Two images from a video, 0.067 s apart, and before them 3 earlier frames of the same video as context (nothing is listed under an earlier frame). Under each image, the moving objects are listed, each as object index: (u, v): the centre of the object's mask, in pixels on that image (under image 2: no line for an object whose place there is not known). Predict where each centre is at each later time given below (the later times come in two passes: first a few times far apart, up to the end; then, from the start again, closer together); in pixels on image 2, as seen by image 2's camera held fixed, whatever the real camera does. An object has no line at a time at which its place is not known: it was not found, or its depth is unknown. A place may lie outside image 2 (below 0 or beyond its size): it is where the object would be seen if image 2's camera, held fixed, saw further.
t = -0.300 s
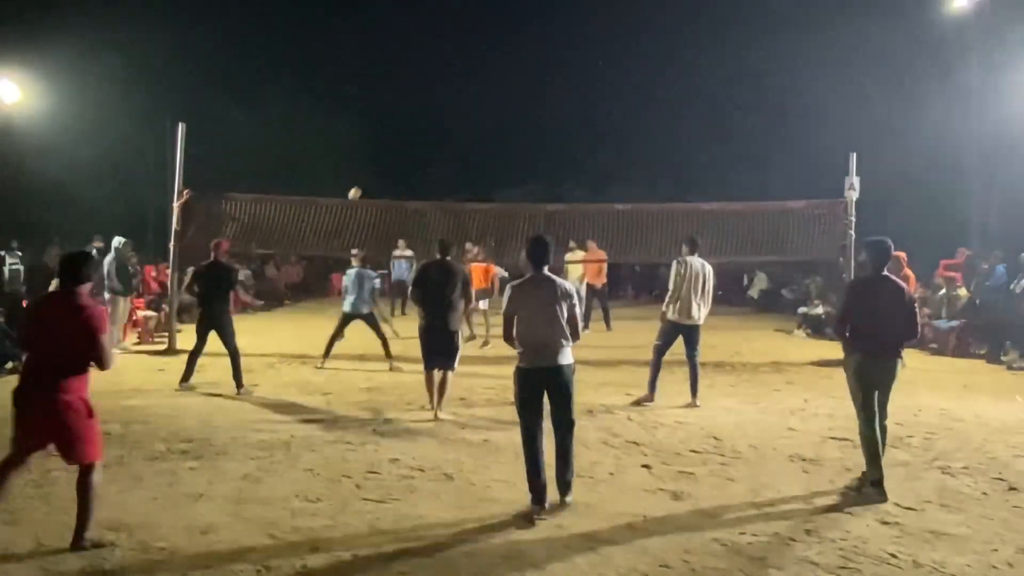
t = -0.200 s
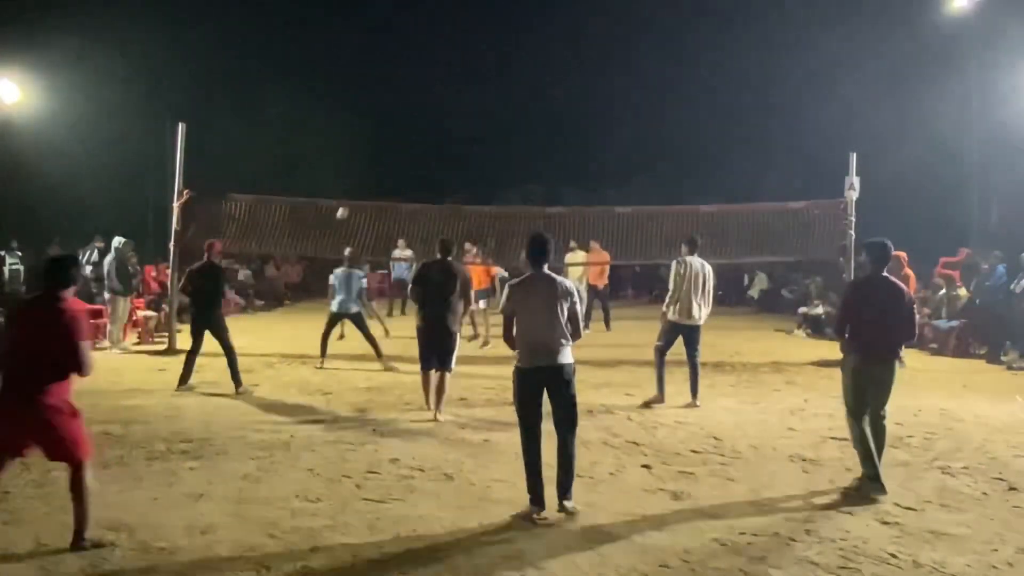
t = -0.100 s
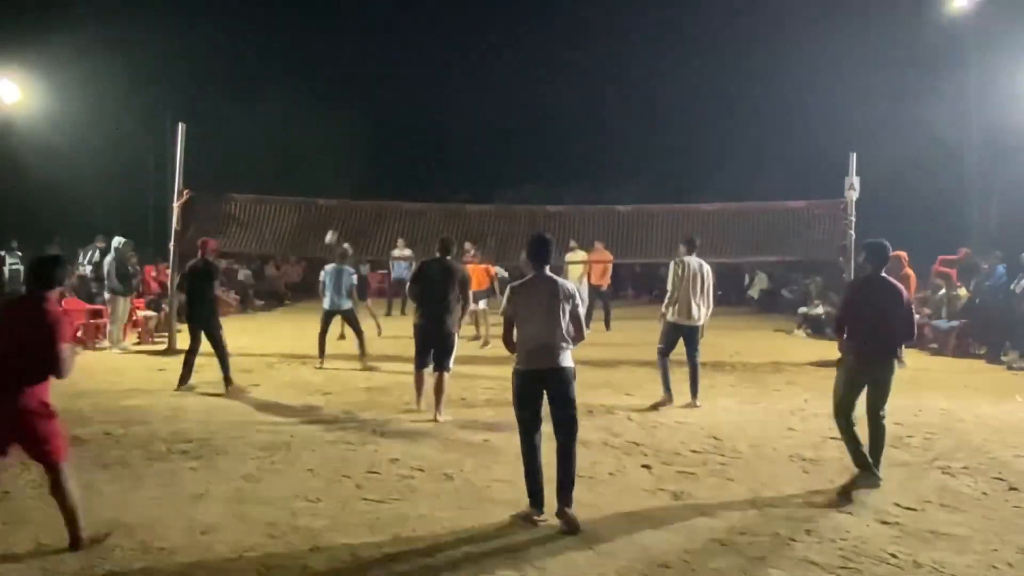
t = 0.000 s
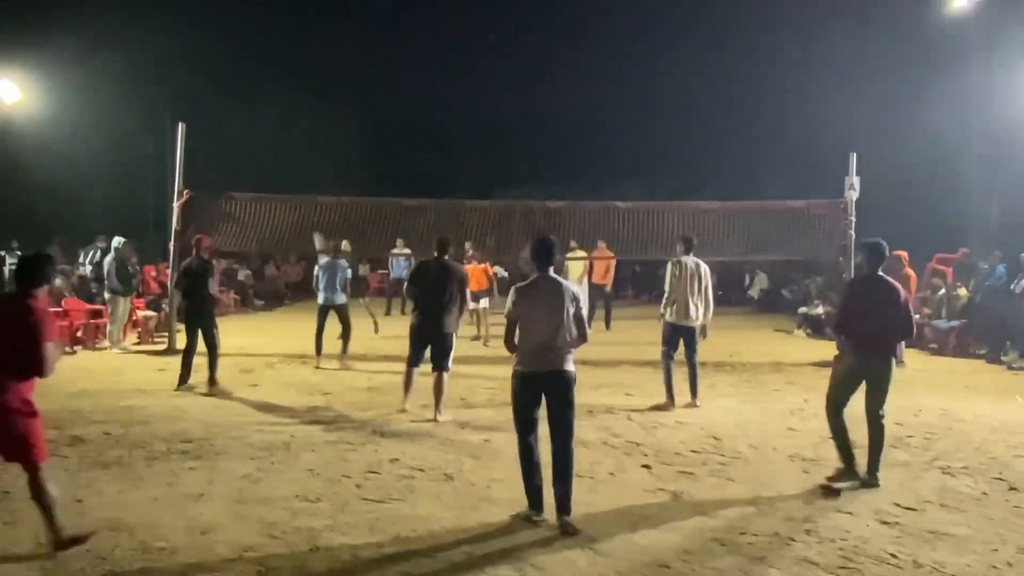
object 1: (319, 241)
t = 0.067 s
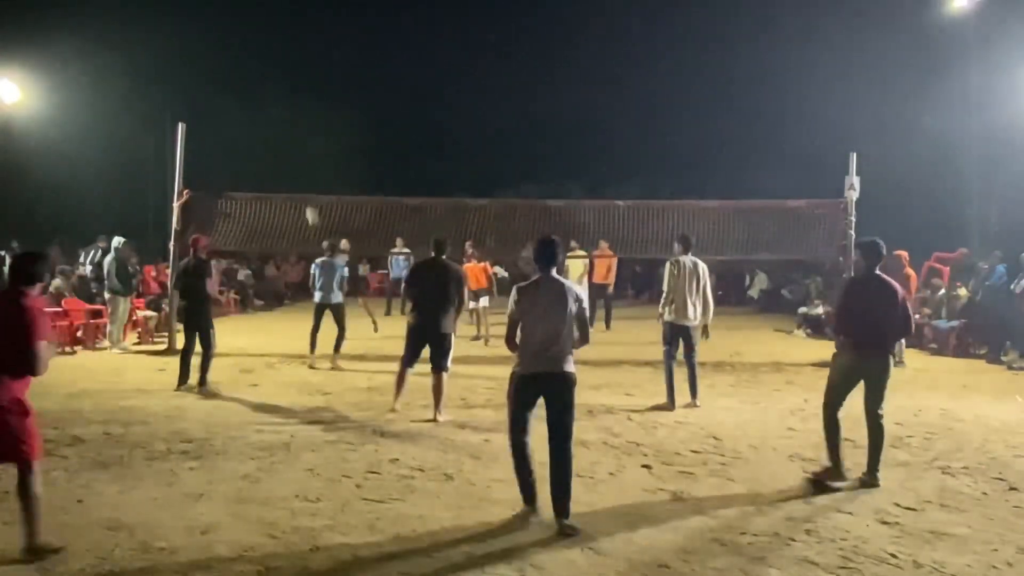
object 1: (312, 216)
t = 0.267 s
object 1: (287, 145)
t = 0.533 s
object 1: (247, 78)
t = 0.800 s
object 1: (197, 56)
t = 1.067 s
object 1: (134, 97)
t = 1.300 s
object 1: (64, 212)
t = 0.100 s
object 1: (309, 207)
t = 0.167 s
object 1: (301, 179)
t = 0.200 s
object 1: (297, 167)
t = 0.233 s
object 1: (292, 156)
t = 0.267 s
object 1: (287, 145)
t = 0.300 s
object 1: (283, 135)
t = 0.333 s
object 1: (278, 125)
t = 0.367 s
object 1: (274, 116)
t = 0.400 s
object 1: (269, 107)
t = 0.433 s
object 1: (264, 99)
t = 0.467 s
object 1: (258, 91)
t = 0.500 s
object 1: (253, 84)
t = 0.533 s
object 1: (247, 78)
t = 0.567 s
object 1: (242, 73)
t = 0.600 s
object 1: (237, 68)
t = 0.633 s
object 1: (231, 64)
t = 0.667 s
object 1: (224, 60)
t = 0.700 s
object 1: (218, 57)
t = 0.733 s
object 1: (211, 56)
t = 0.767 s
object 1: (204, 56)
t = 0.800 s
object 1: (197, 56)
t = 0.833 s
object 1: (191, 58)
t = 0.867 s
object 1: (183, 59)
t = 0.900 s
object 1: (175, 63)
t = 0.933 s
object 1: (168, 67)
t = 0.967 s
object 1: (159, 73)
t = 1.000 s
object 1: (151, 80)
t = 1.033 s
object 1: (142, 88)
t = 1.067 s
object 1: (134, 97)
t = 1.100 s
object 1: (125, 109)
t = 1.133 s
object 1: (115, 120)
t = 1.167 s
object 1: (105, 136)
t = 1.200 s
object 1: (96, 152)
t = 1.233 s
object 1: (84, 171)
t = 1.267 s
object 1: (75, 187)
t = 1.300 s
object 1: (64, 212)
